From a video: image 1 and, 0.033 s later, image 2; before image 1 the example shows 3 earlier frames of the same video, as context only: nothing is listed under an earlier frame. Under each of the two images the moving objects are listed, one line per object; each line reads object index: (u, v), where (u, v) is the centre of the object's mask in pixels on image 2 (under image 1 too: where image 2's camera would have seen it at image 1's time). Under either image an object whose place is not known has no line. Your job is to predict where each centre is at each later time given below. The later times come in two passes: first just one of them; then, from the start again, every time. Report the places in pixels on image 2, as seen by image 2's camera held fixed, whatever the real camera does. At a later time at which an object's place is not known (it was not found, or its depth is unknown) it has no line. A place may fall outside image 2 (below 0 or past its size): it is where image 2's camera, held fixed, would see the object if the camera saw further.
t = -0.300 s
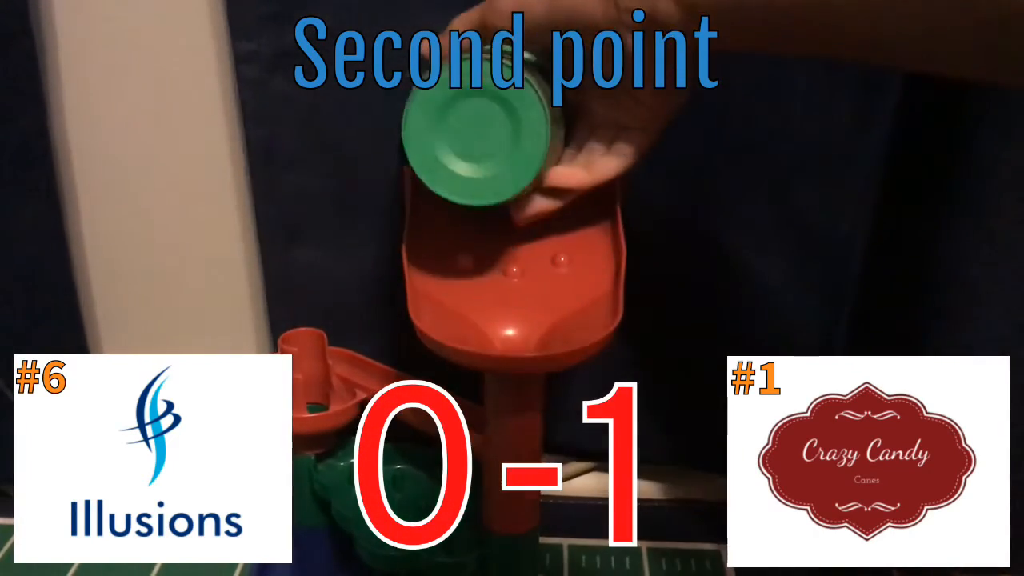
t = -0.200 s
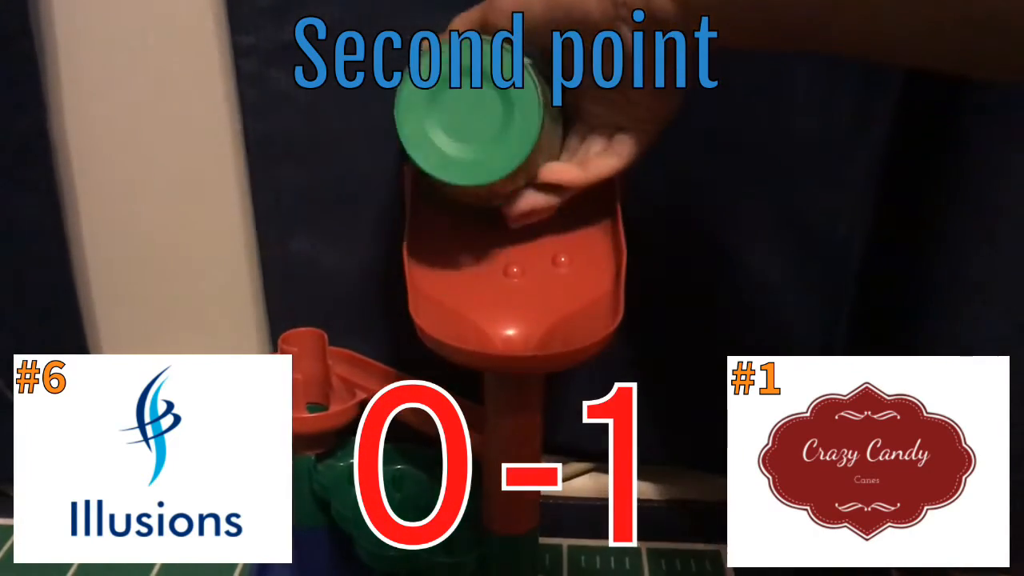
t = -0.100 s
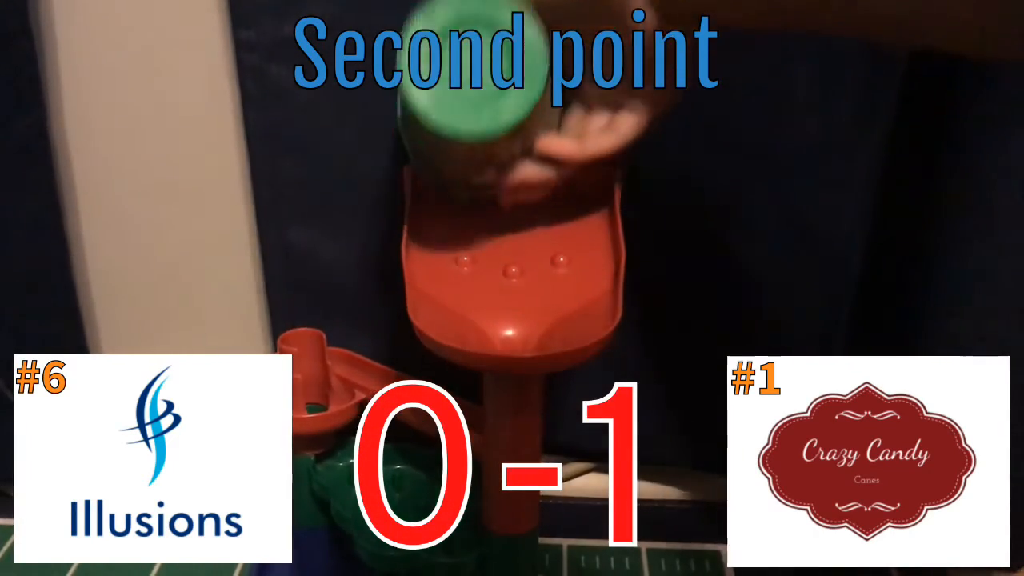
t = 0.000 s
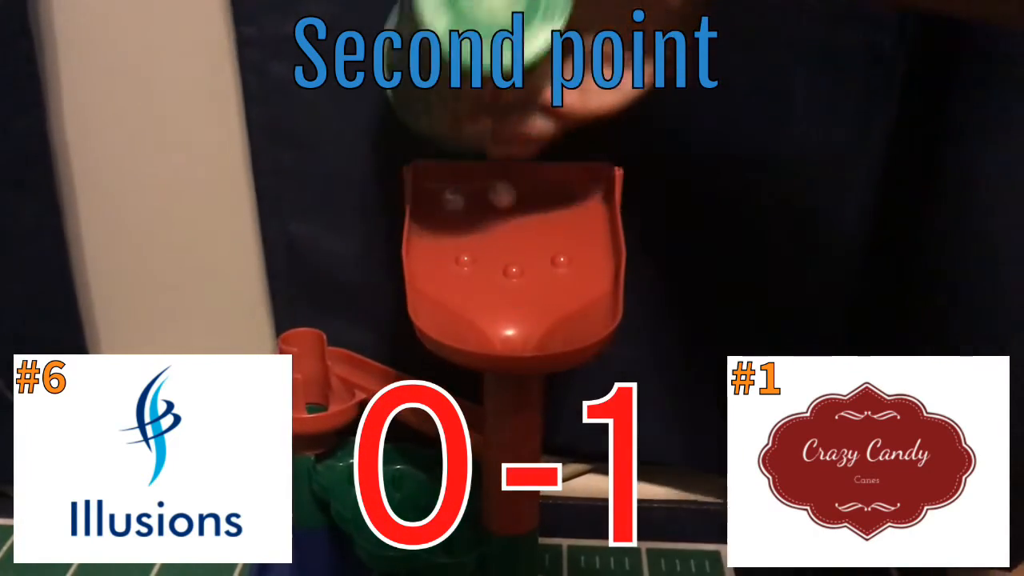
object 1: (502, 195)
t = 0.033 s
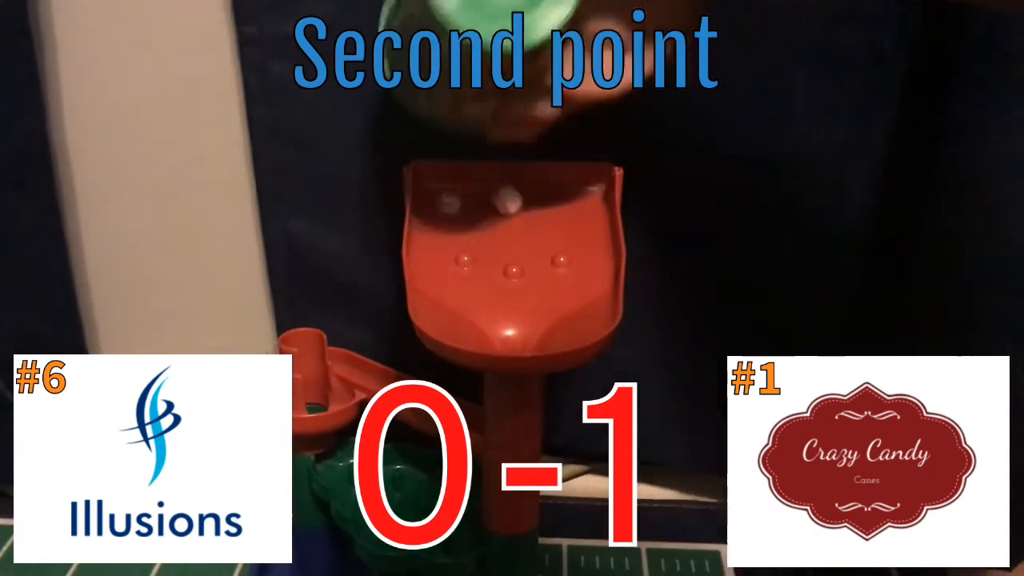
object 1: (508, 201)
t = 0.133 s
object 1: (525, 231)
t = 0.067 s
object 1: (514, 209)
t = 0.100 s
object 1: (519, 219)
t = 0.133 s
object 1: (525, 231)
